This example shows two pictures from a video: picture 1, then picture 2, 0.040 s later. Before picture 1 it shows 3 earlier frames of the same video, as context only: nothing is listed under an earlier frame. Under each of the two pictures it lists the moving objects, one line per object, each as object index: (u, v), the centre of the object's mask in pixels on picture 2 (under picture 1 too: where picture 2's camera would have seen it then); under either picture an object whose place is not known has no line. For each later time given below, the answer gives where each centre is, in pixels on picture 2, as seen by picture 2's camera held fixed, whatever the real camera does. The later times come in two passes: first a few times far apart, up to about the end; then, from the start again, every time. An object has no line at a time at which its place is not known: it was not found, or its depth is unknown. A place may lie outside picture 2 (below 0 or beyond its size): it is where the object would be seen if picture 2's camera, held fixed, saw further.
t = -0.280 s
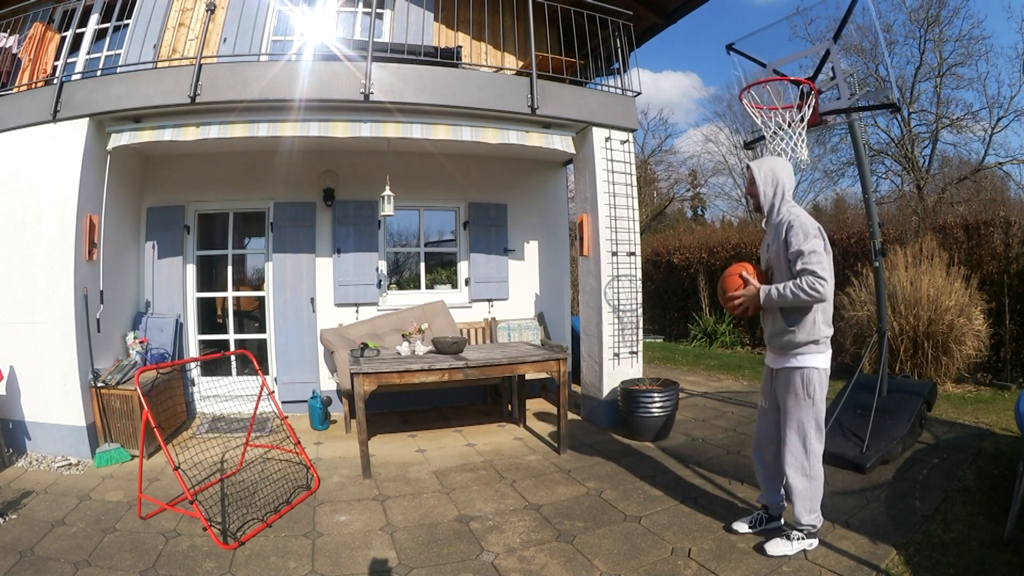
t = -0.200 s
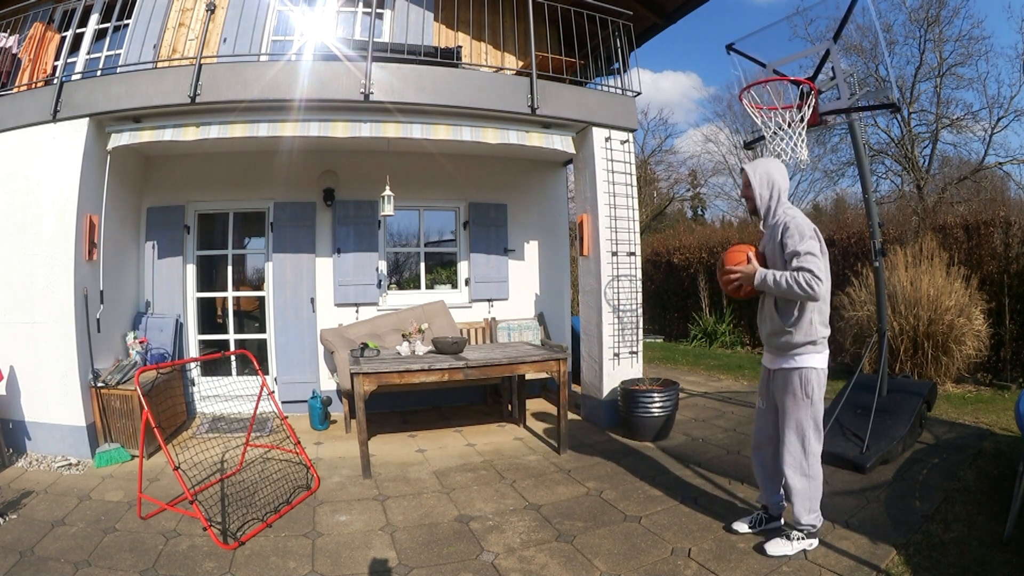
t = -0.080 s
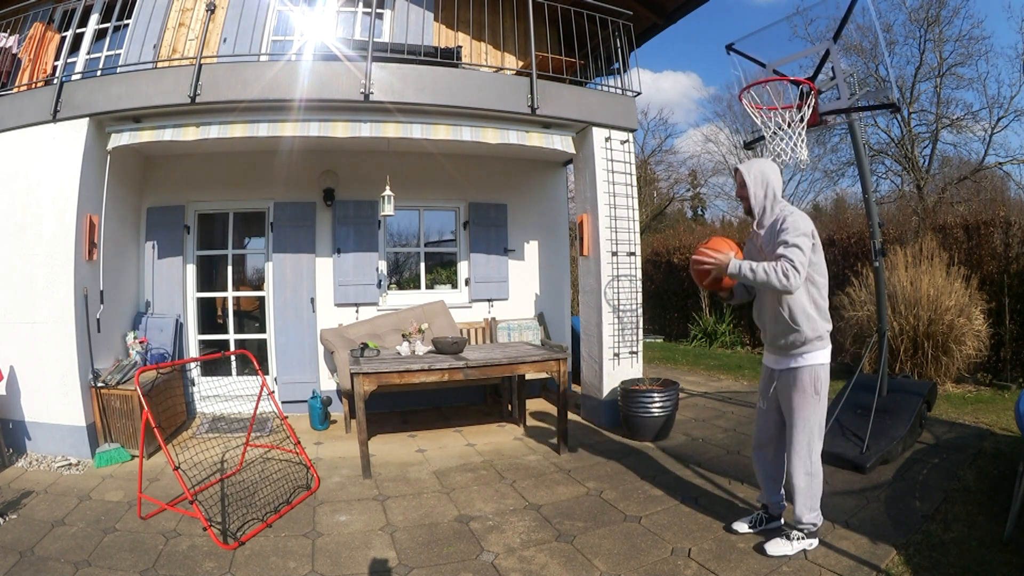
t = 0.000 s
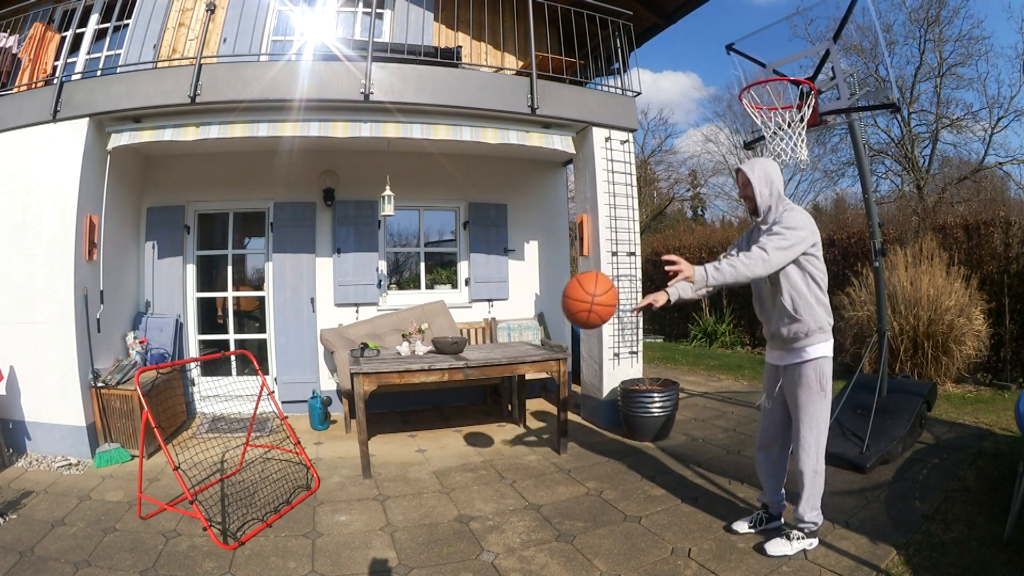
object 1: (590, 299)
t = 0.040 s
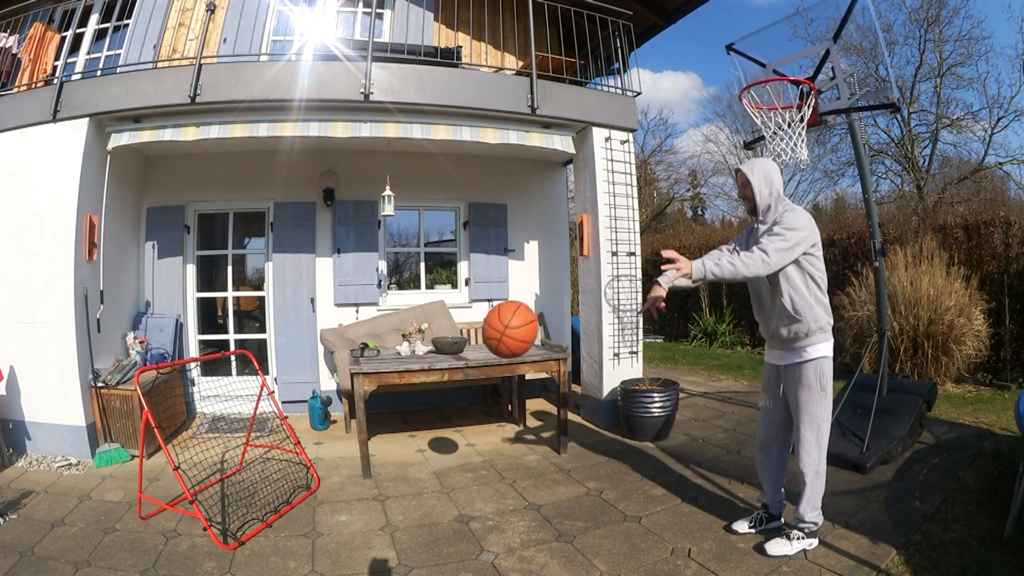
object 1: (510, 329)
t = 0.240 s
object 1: (223, 468)
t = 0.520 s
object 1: (424, 327)
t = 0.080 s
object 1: (434, 360)
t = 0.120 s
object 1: (365, 391)
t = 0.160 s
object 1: (306, 419)
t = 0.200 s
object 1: (257, 445)
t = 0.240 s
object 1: (223, 468)
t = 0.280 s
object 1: (231, 457)
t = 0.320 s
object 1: (255, 434)
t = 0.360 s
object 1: (282, 410)
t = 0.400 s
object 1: (313, 387)
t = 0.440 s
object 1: (347, 366)
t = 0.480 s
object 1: (384, 345)
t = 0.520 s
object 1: (424, 327)
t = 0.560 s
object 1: (467, 311)
